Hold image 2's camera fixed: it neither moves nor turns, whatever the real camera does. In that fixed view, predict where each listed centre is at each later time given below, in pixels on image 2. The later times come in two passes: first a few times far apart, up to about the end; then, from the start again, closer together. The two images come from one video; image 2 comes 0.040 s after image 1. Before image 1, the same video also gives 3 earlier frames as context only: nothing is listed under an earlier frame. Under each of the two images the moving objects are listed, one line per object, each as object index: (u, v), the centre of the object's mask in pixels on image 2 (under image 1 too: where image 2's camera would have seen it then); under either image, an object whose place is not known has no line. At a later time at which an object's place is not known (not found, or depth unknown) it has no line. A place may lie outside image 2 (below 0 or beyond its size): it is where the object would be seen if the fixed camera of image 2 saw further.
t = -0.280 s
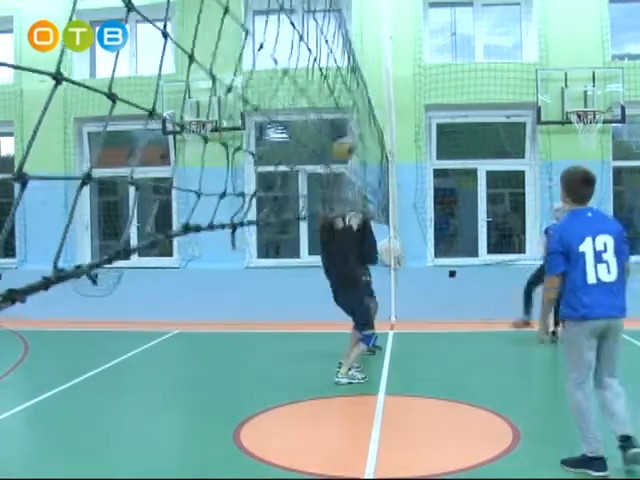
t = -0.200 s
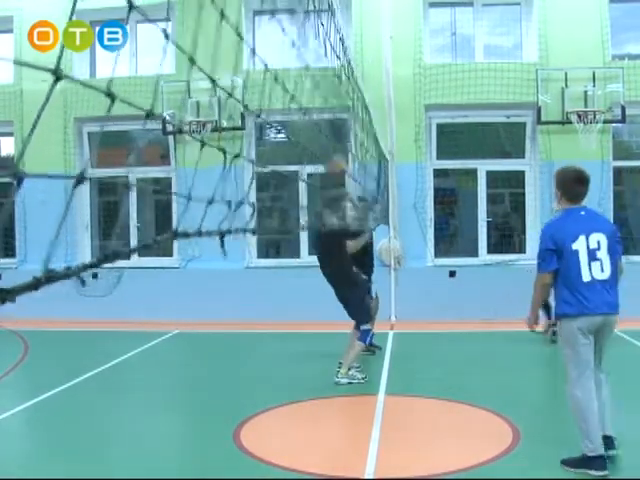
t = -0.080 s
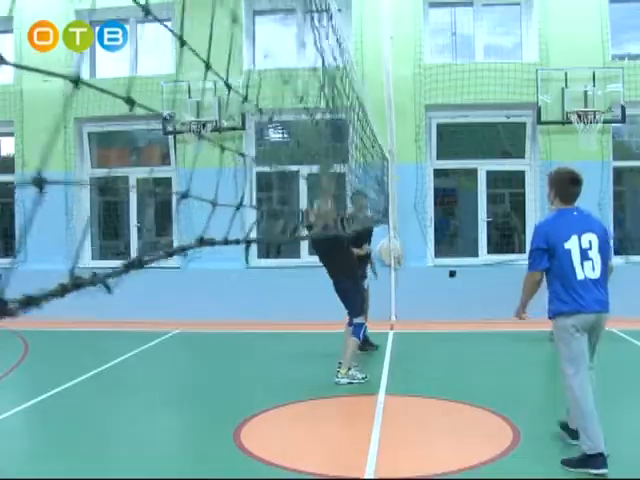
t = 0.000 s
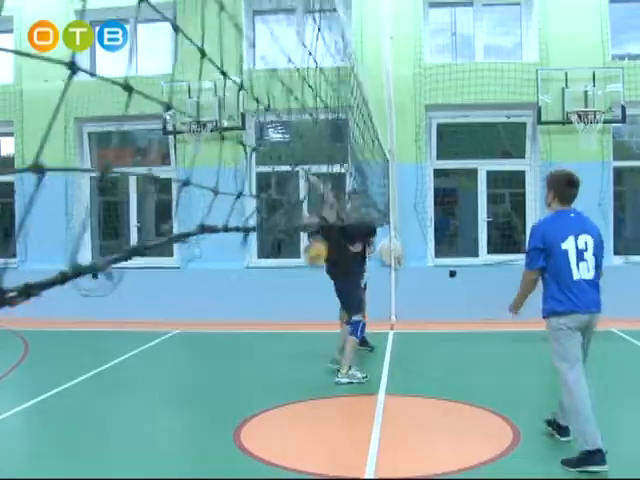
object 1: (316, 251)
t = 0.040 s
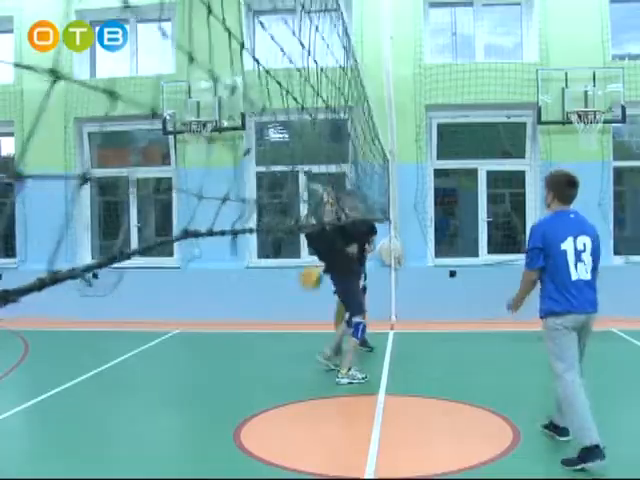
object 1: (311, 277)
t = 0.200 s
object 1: (291, 401)
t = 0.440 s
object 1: (244, 303)
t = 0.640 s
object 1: (198, 262)
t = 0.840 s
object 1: (151, 277)
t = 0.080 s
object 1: (305, 303)
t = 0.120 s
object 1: (300, 333)
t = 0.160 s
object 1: (295, 366)
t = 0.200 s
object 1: (291, 401)
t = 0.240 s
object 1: (283, 386)
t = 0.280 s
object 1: (276, 366)
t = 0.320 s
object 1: (268, 349)
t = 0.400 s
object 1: (251, 316)
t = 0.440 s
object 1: (244, 303)
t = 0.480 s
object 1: (235, 291)
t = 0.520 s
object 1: (226, 280)
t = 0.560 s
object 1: (218, 272)
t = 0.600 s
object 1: (209, 266)
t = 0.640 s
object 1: (198, 262)
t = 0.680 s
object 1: (190, 260)
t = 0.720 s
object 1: (182, 264)
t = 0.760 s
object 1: (172, 266)
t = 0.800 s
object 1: (161, 269)
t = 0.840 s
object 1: (151, 277)
